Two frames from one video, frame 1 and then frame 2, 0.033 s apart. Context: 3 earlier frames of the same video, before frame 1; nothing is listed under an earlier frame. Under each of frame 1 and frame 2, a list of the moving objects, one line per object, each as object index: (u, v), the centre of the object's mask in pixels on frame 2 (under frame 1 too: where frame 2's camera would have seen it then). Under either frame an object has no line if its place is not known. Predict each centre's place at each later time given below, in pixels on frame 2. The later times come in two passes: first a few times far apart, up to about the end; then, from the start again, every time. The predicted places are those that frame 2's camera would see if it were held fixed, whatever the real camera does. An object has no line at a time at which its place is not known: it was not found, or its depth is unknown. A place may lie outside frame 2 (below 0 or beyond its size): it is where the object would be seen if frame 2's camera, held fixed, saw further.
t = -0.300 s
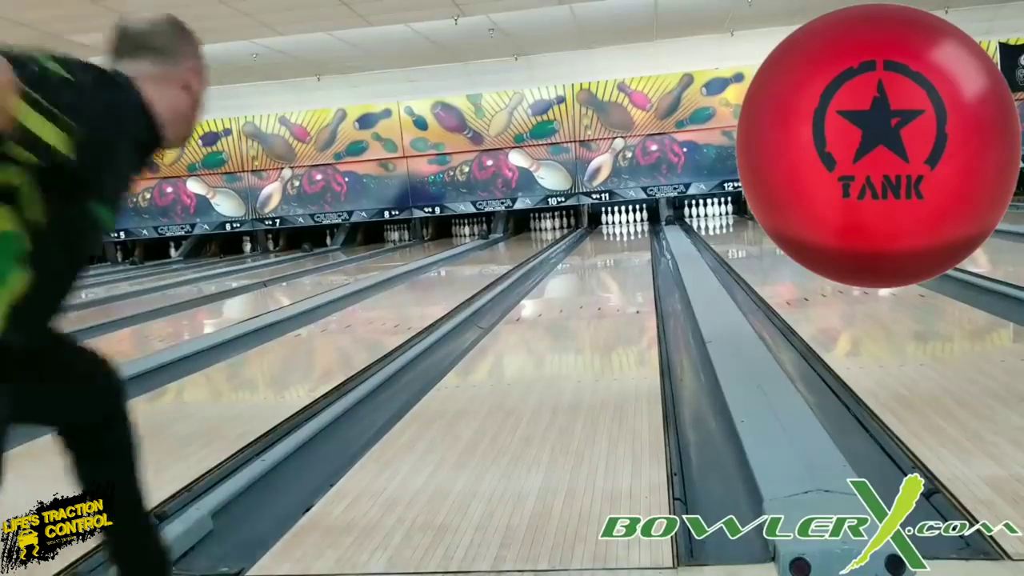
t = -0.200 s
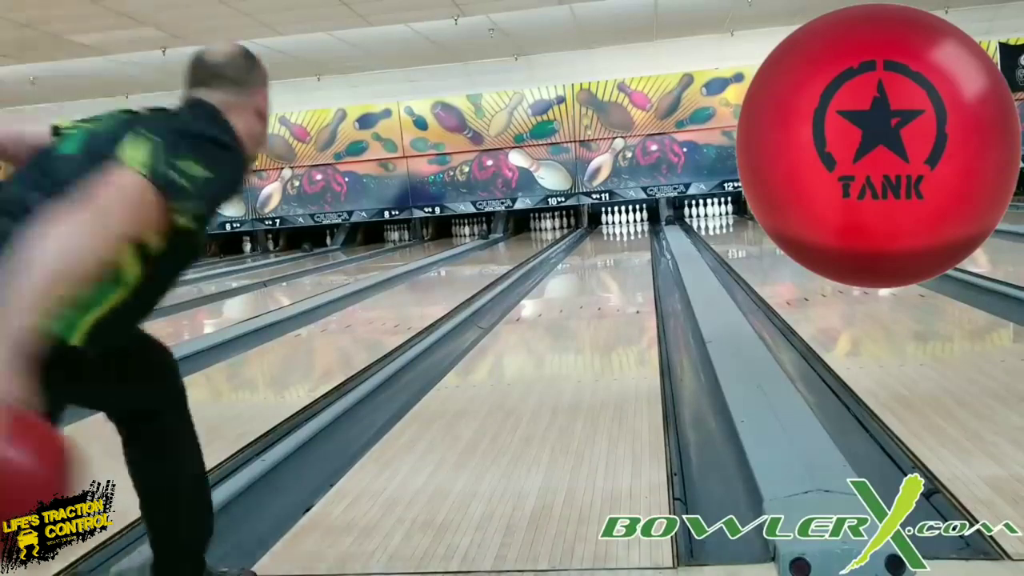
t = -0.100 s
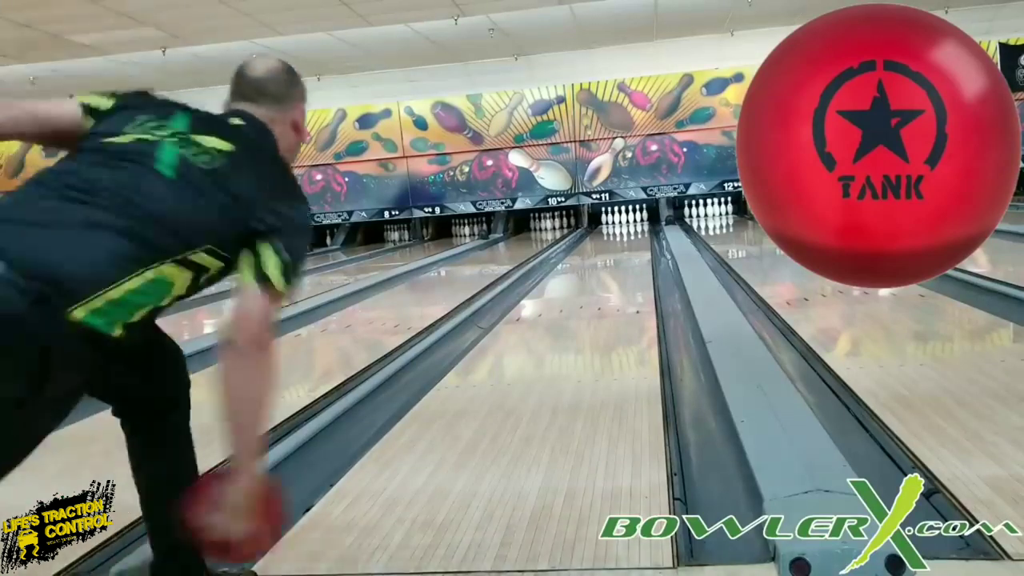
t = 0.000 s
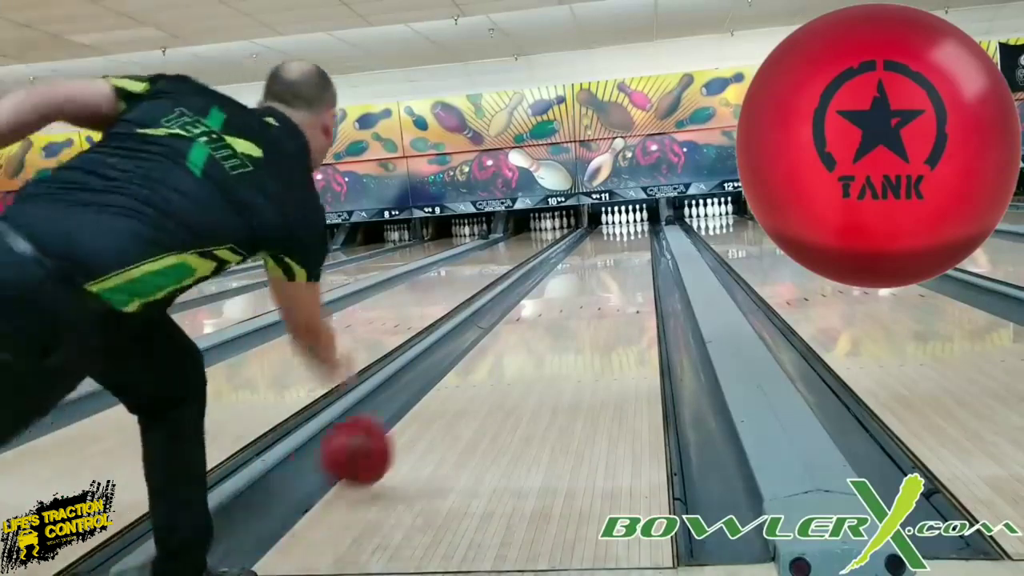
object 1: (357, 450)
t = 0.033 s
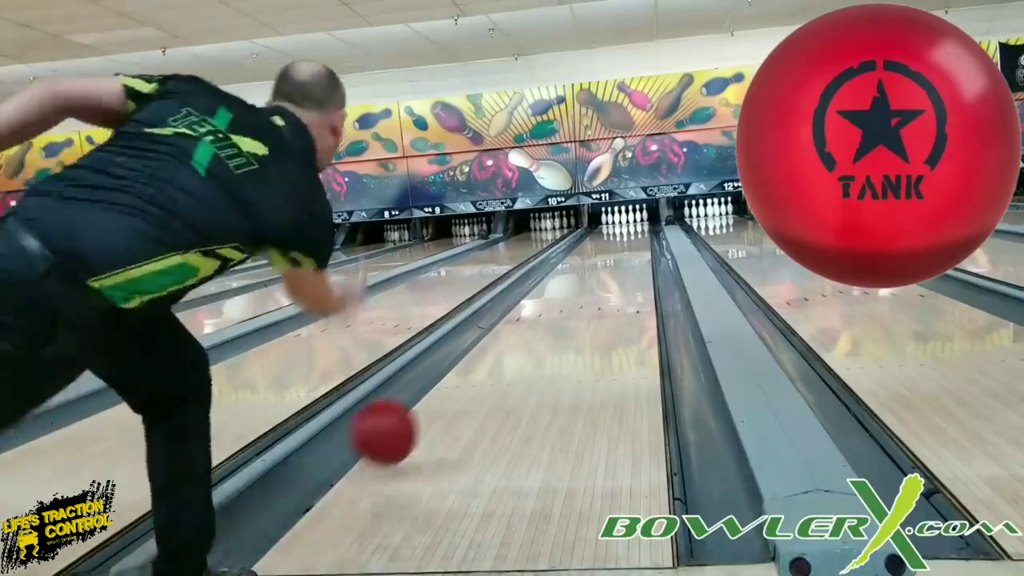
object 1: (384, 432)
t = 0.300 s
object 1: (508, 345)
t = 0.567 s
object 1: (561, 298)
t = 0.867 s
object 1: (594, 270)
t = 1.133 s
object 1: (611, 254)
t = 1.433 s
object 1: (623, 243)
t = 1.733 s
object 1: (631, 234)
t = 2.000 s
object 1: (633, 227)
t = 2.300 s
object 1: (632, 223)
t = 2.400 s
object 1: (631, 222)
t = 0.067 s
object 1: (408, 418)
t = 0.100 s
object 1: (429, 409)
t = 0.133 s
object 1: (447, 398)
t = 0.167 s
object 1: (462, 384)
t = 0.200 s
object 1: (476, 373)
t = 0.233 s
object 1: (488, 362)
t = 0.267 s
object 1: (498, 353)
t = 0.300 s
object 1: (508, 345)
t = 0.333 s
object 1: (517, 337)
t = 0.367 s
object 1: (525, 330)
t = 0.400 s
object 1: (532, 323)
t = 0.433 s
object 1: (538, 317)
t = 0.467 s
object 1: (545, 312)
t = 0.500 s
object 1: (551, 307)
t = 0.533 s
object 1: (556, 302)
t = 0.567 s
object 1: (561, 298)
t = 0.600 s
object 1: (566, 294)
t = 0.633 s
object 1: (570, 291)
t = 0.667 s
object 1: (574, 287)
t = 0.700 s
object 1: (578, 283)
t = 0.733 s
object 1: (581, 280)
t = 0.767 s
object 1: (585, 277)
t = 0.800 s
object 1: (588, 275)
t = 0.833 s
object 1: (591, 272)
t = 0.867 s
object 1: (594, 270)
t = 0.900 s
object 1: (596, 267)
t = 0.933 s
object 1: (599, 265)
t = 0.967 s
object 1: (601, 263)
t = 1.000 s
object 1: (603, 261)
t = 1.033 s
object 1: (606, 259)
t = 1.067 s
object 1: (608, 257)
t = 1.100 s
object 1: (609, 256)
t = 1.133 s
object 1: (611, 254)
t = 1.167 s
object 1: (613, 253)
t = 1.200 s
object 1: (615, 251)
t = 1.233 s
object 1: (616, 250)
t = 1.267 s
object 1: (617, 248)
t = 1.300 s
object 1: (619, 247)
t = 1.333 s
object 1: (620, 246)
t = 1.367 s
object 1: (621, 245)
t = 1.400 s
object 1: (622, 244)
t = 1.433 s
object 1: (623, 243)
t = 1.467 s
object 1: (624, 242)
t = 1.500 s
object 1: (625, 240)
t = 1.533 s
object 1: (626, 239)
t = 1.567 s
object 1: (627, 238)
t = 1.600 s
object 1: (628, 238)
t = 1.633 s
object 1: (628, 237)
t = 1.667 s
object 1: (629, 236)
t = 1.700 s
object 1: (630, 234)
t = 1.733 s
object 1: (631, 234)
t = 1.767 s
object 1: (631, 233)
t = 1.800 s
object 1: (632, 232)
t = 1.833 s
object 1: (632, 231)
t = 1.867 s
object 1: (632, 230)
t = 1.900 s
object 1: (633, 229)
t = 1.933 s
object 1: (633, 229)
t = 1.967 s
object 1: (633, 228)
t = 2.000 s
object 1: (633, 227)
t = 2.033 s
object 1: (633, 227)
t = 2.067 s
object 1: (633, 226)
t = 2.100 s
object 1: (633, 226)
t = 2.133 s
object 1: (633, 225)
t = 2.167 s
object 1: (633, 225)
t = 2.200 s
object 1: (633, 224)
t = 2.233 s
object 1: (633, 224)
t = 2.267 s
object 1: (632, 223)
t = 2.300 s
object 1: (632, 223)
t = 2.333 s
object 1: (632, 223)
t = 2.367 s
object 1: (631, 222)
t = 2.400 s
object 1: (631, 222)
